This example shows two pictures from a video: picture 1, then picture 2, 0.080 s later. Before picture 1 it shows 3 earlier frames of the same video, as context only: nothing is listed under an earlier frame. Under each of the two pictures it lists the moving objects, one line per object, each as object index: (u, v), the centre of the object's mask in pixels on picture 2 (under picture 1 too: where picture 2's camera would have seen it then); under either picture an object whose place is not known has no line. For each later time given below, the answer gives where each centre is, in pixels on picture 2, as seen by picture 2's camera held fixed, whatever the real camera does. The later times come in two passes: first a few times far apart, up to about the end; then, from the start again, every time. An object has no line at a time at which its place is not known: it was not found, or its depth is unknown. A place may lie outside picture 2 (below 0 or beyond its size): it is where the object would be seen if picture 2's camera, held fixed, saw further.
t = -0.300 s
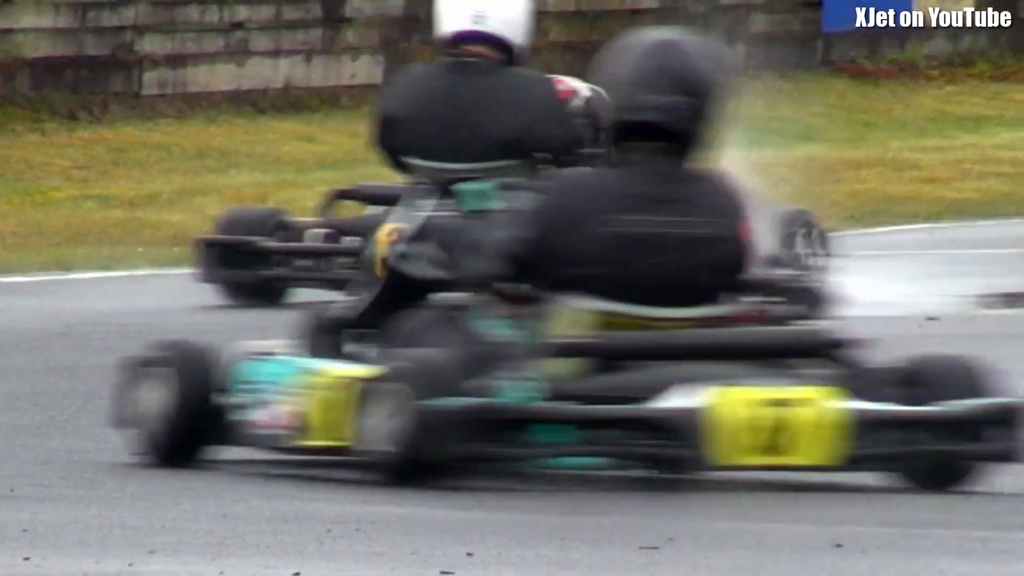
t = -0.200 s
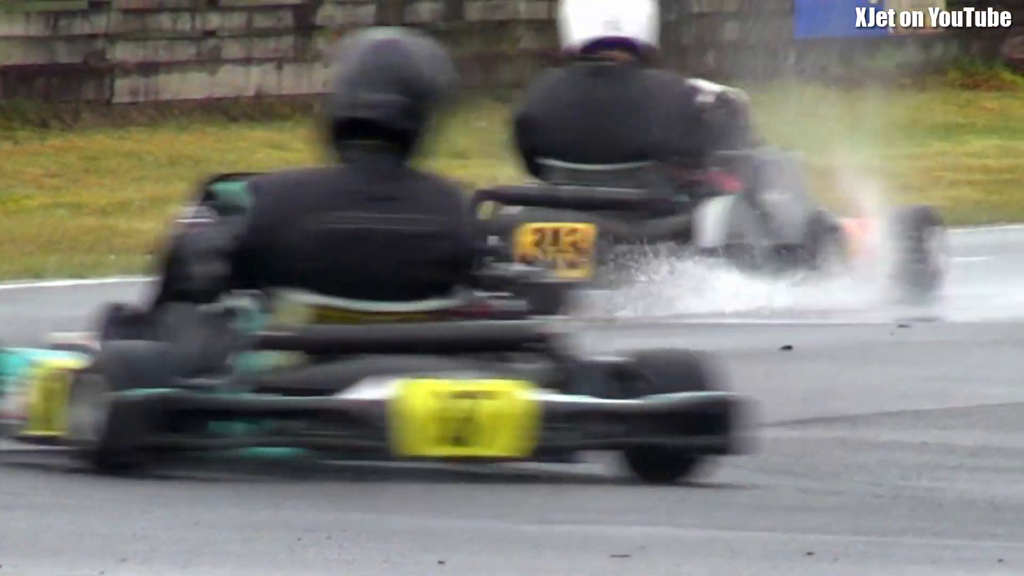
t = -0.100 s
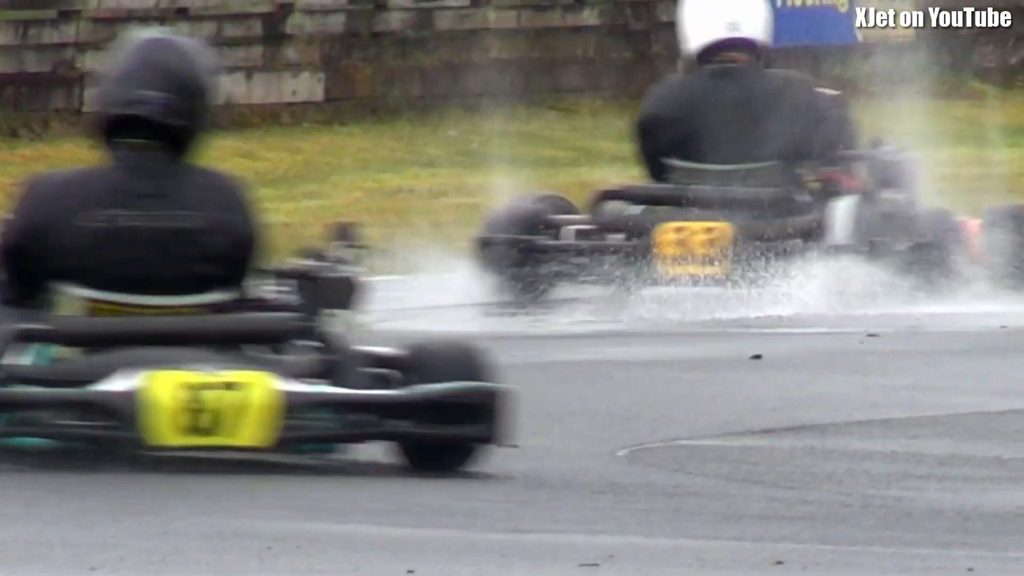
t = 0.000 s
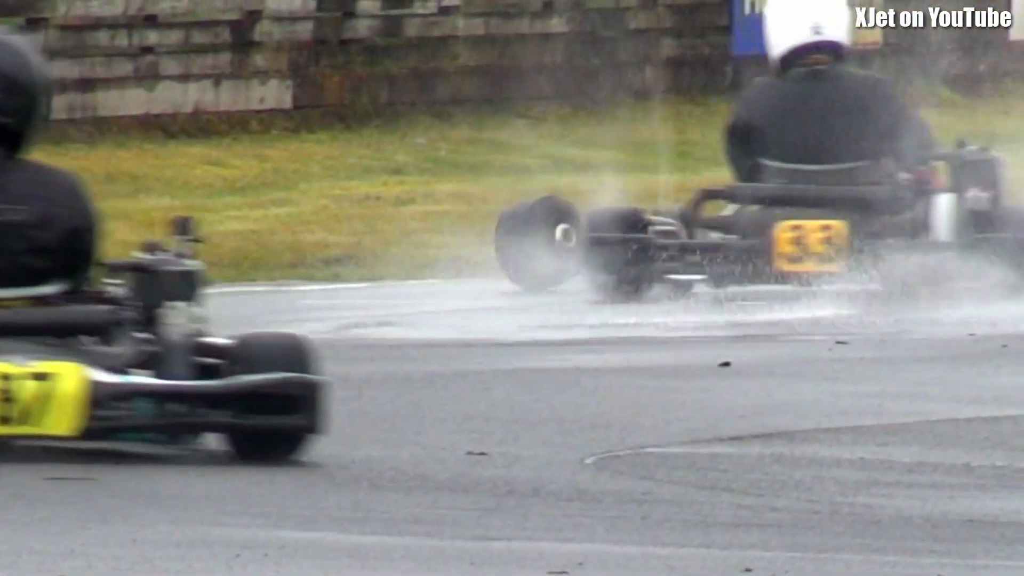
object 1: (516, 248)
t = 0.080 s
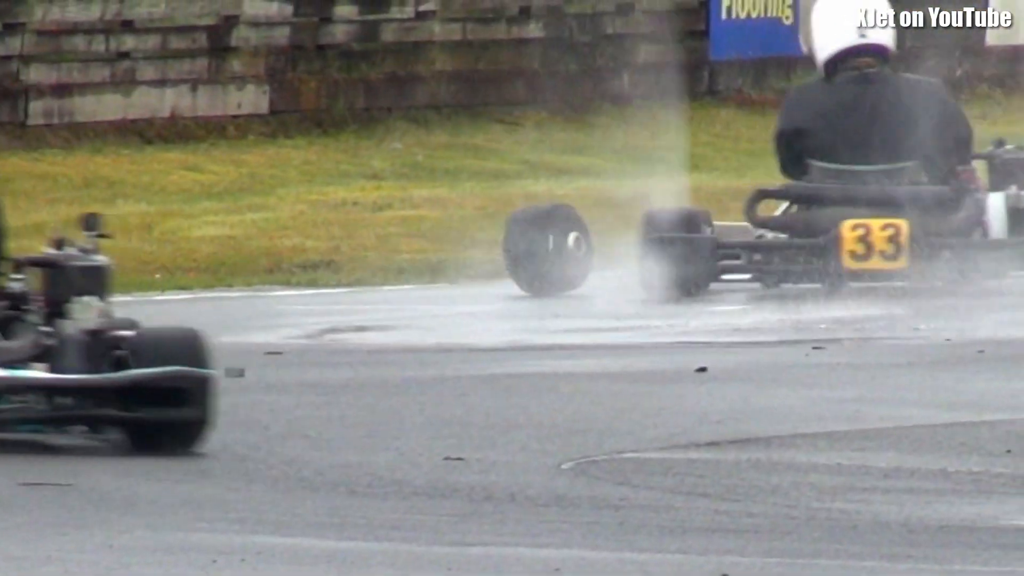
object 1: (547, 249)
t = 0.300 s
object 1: (634, 246)
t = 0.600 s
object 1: (746, 244)
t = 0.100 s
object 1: (556, 249)
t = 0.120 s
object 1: (563, 249)
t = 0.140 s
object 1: (572, 249)
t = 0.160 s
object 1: (580, 248)
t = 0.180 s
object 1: (588, 248)
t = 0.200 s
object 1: (596, 247)
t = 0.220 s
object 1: (603, 246)
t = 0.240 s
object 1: (611, 246)
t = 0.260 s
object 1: (619, 246)
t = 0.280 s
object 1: (626, 246)
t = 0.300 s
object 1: (634, 246)
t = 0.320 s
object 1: (641, 247)
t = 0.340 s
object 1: (648, 247)
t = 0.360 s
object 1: (655, 247)
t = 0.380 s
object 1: (662, 246)
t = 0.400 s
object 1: (669, 245)
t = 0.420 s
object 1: (676, 245)
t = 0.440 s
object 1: (684, 244)
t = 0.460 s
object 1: (691, 244)
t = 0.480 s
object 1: (699, 244)
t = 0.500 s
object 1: (706, 243)
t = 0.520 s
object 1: (714, 244)
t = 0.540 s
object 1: (722, 244)
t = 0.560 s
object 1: (729, 244)
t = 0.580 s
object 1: (738, 244)
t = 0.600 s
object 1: (746, 244)
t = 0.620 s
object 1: (754, 243)
